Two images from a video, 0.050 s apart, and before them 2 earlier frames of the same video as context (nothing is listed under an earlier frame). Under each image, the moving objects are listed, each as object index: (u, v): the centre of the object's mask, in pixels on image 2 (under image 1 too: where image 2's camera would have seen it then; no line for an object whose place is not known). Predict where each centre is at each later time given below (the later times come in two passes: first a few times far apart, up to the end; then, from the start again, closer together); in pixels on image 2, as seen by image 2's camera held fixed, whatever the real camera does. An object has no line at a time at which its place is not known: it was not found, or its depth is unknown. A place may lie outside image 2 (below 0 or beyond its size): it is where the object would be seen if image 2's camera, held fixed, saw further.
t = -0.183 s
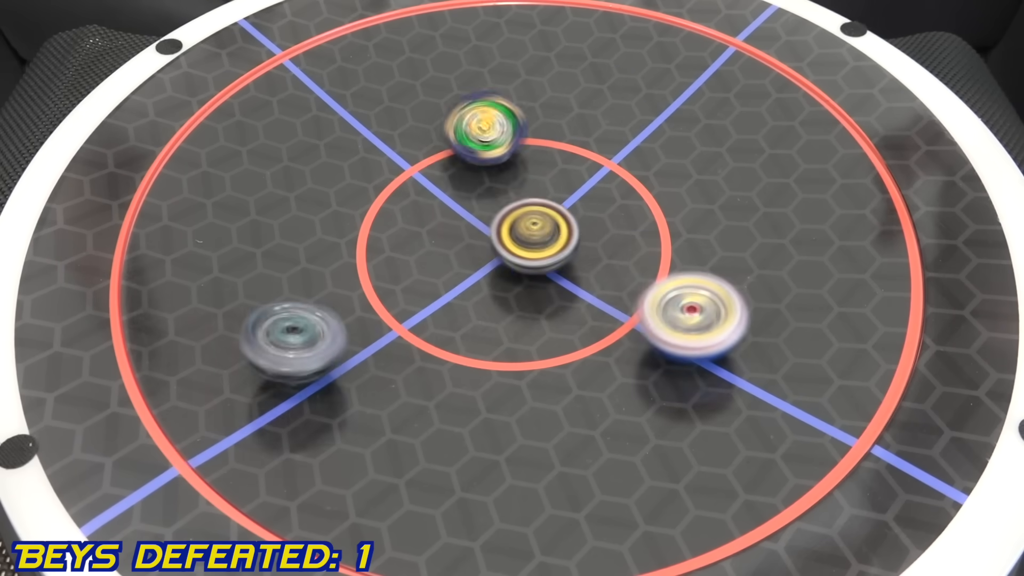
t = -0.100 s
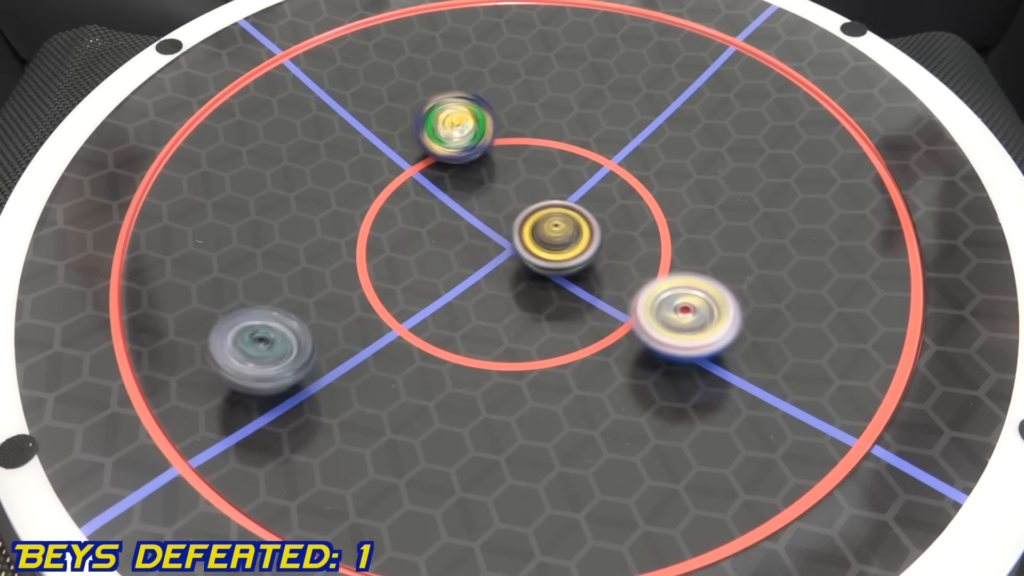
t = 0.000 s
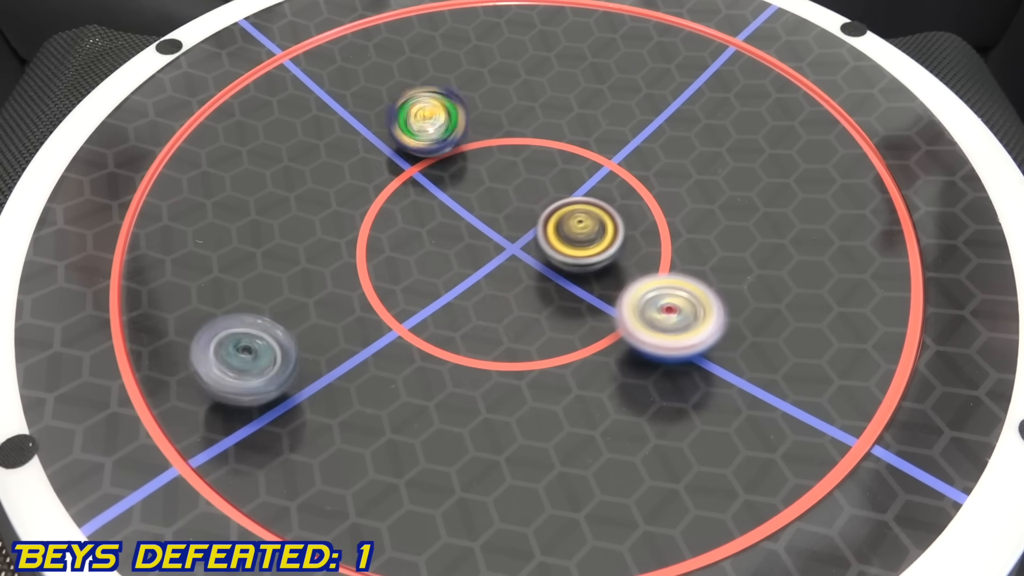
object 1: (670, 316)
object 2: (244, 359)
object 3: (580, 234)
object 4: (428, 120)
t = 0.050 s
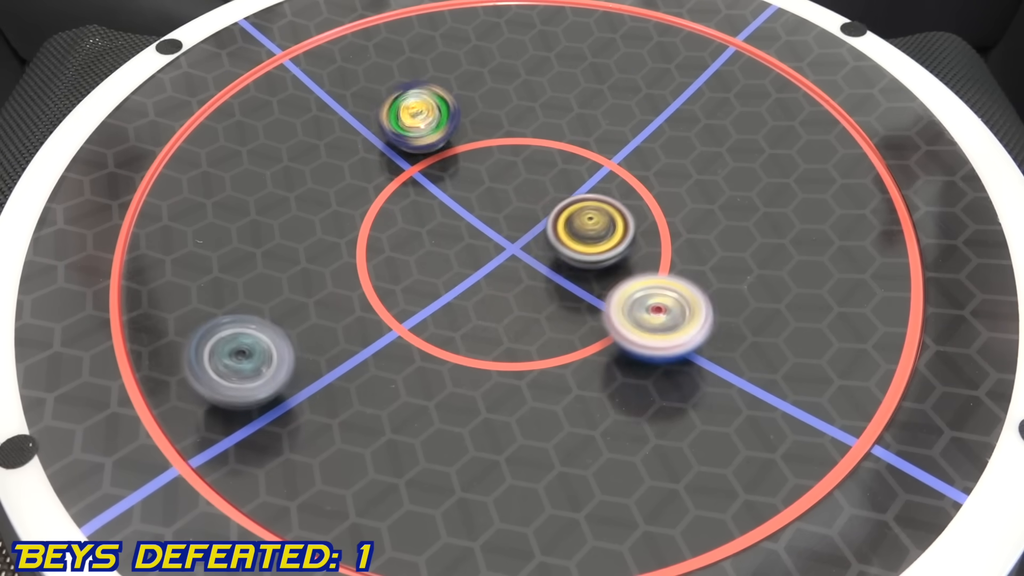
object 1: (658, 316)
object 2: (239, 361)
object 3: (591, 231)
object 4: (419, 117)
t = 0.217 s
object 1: (604, 307)
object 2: (239, 343)
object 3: (615, 213)
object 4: (410, 111)
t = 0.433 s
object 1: (537, 267)
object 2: (271, 285)
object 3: (612, 178)
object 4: (412, 107)
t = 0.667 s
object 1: (459, 261)
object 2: (354, 232)
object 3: (555, 163)
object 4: (427, 111)
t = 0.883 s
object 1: (504, 271)
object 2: (393, 213)
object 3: (497, 187)
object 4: (457, 130)
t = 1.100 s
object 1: (514, 369)
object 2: (390, 208)
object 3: (524, 182)
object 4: (478, 119)
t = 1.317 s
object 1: (601, 450)
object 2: (406, 198)
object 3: (515, 207)
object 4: (498, 114)
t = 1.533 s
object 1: (670, 406)
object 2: (452, 190)
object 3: (534, 236)
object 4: (518, 118)
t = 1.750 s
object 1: (623, 316)
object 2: (503, 189)
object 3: (567, 238)
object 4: (539, 134)
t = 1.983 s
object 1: (515, 333)
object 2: (426, 204)
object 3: (638, 167)
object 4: (545, 155)
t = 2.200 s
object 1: (472, 389)
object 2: (426, 213)
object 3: (647, 139)
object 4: (506, 188)
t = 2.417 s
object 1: (489, 408)
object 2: (409, 252)
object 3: (617, 132)
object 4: (501, 190)
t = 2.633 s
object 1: (486, 365)
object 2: (439, 237)
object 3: (566, 146)
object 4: (501, 195)
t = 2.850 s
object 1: (473, 269)
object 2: (366, 264)
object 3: (574, 146)
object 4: (492, 206)
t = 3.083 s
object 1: (441, 358)
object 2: (329, 270)
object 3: (655, 133)
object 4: (417, 127)
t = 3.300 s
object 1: (478, 404)
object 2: (373, 253)
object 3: (706, 124)
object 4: (385, 94)
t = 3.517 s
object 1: (502, 370)
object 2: (465, 210)
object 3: (732, 118)
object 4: (389, 88)
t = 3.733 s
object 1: (502, 301)
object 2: (573, 170)
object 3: (712, 126)
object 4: (402, 88)
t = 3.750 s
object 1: (505, 295)
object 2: (577, 168)
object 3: (708, 128)
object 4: (405, 89)
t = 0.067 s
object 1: (654, 315)
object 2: (240, 362)
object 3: (594, 230)
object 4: (416, 116)
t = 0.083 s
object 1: (649, 315)
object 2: (237, 362)
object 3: (597, 228)
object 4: (415, 115)
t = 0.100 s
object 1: (644, 314)
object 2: (238, 361)
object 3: (600, 227)
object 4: (413, 114)
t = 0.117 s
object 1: (639, 314)
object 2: (235, 360)
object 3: (603, 225)
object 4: (412, 113)
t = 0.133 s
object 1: (634, 313)
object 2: (237, 357)
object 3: (605, 223)
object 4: (410, 112)
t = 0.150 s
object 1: (629, 313)
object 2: (236, 357)
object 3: (607, 222)
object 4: (410, 112)
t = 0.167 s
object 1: (623, 312)
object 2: (237, 351)
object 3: (609, 220)
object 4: (410, 112)
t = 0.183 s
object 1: (617, 310)
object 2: (237, 351)
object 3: (611, 218)
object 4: (410, 111)
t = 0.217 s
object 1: (604, 307)
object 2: (239, 343)
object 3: (615, 213)
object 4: (410, 111)
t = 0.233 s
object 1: (597, 304)
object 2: (241, 336)
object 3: (617, 211)
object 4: (409, 111)
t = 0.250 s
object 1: (591, 302)
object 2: (243, 333)
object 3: (618, 208)
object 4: (410, 111)
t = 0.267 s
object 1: (585, 299)
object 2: (244, 327)
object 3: (619, 205)
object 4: (410, 111)
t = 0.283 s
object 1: (580, 296)
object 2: (248, 323)
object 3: (620, 203)
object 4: (411, 111)
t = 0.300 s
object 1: (574, 292)
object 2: (249, 317)
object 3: (620, 200)
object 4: (411, 110)
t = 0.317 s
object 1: (569, 289)
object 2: (253, 313)
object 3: (620, 197)
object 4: (412, 110)
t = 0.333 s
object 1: (565, 285)
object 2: (254, 308)
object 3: (620, 194)
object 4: (411, 108)
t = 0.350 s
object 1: (562, 282)
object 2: (258, 304)
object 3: (619, 192)
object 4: (411, 107)
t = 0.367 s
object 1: (558, 278)
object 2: (259, 300)
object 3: (619, 189)
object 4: (411, 107)
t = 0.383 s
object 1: (553, 275)
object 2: (264, 295)
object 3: (617, 186)
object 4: (412, 108)
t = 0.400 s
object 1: (549, 272)
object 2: (265, 293)
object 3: (616, 184)
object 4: (411, 109)
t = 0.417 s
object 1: (543, 270)
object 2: (269, 286)
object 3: (614, 181)
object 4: (412, 109)
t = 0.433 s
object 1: (537, 267)
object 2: (271, 285)
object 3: (612, 178)
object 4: (412, 107)
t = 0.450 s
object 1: (531, 265)
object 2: (275, 278)
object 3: (610, 176)
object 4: (413, 107)
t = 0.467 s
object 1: (524, 263)
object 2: (278, 276)
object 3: (607, 173)
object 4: (413, 107)
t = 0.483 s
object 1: (517, 262)
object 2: (282, 270)
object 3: (604, 171)
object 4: (414, 108)
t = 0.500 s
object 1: (511, 260)
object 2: (287, 267)
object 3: (600, 169)
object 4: (415, 108)
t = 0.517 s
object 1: (503, 259)
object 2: (291, 262)
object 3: (597, 168)
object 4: (416, 108)
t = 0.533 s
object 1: (495, 258)
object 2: (299, 258)
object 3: (593, 166)
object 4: (417, 108)
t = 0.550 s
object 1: (488, 258)
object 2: (304, 255)
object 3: (589, 165)
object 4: (417, 108)
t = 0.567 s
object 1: (480, 257)
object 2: (313, 253)
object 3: (585, 164)
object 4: (418, 108)
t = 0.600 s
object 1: (467, 259)
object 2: (332, 248)
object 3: (576, 162)
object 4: (421, 109)
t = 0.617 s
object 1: (461, 258)
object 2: (340, 248)
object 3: (570, 162)
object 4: (422, 110)
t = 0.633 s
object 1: (454, 260)
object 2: (353, 245)
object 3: (566, 162)
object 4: (424, 110)
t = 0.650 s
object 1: (455, 262)
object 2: (352, 240)
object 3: (560, 162)
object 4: (424, 111)
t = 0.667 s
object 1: (459, 261)
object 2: (354, 232)
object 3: (555, 163)
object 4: (427, 111)
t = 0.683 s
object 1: (464, 264)
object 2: (352, 231)
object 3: (550, 164)
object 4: (427, 113)
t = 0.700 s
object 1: (468, 267)
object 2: (353, 230)
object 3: (545, 165)
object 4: (431, 113)
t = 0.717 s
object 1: (473, 269)
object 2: (355, 225)
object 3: (540, 167)
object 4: (433, 113)
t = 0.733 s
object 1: (476, 271)
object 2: (357, 222)
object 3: (535, 168)
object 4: (436, 115)
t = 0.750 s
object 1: (479, 273)
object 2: (361, 220)
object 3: (530, 169)
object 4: (437, 115)
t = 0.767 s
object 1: (482, 273)
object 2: (365, 218)
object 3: (525, 171)
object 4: (440, 117)
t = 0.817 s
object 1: (494, 274)
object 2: (377, 216)
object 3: (512, 177)
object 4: (447, 121)
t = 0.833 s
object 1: (497, 274)
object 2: (381, 215)
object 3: (508, 179)
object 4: (450, 123)
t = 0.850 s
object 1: (500, 274)
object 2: (386, 213)
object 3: (504, 181)
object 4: (452, 125)
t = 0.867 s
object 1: (502, 272)
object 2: (389, 214)
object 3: (500, 184)
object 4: (456, 128)
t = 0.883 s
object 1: (504, 271)
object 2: (393, 213)
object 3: (497, 187)
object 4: (457, 130)
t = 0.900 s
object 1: (506, 270)
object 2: (397, 214)
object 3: (494, 193)
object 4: (459, 132)
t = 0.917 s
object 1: (507, 270)
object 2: (400, 213)
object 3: (493, 198)
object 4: (460, 131)
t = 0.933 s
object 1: (507, 269)
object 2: (405, 214)
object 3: (491, 203)
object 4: (463, 131)
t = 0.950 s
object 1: (506, 271)
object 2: (406, 213)
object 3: (490, 205)
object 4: (464, 132)
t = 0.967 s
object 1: (505, 282)
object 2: (409, 210)
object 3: (492, 202)
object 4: (466, 133)
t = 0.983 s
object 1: (504, 296)
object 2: (404, 211)
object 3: (496, 194)
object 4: (467, 133)
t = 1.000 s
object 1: (504, 306)
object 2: (401, 211)
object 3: (501, 190)
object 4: (467, 132)
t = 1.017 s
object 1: (505, 317)
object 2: (400, 213)
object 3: (506, 188)
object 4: (468, 128)
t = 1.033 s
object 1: (505, 328)
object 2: (398, 210)
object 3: (511, 186)
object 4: (469, 127)
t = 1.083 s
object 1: (511, 359)
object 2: (393, 208)
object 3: (522, 182)
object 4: (475, 120)
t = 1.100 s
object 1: (514, 369)
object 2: (390, 208)
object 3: (524, 182)
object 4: (478, 119)
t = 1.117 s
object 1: (518, 378)
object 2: (390, 206)
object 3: (525, 183)
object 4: (479, 117)
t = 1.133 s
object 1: (522, 387)
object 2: (390, 207)
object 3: (525, 184)
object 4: (482, 116)
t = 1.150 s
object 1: (527, 396)
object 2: (389, 205)
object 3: (524, 185)
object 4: (483, 116)
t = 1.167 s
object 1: (532, 405)
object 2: (390, 206)
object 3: (523, 186)
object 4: (486, 116)
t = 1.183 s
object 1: (537, 413)
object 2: (390, 204)
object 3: (521, 188)
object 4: (487, 115)
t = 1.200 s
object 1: (543, 420)
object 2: (392, 204)
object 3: (520, 190)
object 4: (490, 115)
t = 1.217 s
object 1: (551, 425)
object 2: (392, 204)
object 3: (519, 192)
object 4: (490, 114)
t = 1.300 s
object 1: (592, 447)
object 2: (402, 198)
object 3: (516, 204)
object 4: (498, 114)
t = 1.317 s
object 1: (601, 450)
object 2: (406, 198)
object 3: (515, 207)
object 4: (498, 114)
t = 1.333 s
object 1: (609, 451)
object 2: (408, 199)
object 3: (516, 210)
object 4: (500, 114)
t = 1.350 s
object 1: (617, 451)
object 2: (411, 196)
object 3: (516, 212)
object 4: (500, 114)
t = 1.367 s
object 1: (624, 451)
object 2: (415, 196)
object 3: (517, 215)
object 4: (502, 114)
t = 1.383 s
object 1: (632, 449)
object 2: (417, 195)
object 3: (518, 217)
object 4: (503, 115)
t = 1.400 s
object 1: (637, 447)
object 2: (422, 194)
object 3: (519, 220)
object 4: (506, 115)
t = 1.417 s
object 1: (643, 444)
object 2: (424, 193)
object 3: (520, 222)
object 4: (507, 116)
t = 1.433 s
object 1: (649, 440)
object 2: (428, 192)
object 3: (522, 224)
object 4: (509, 115)
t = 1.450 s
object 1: (654, 435)
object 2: (432, 193)
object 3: (523, 227)
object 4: (510, 116)
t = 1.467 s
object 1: (658, 430)
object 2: (436, 191)
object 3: (525, 229)
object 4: (512, 116)
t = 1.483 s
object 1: (662, 425)
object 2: (441, 191)
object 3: (527, 231)
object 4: (512, 117)
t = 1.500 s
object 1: (666, 419)
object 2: (443, 190)
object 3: (529, 233)
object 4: (515, 117)
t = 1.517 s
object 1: (668, 412)
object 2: (449, 190)
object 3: (531, 234)
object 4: (516, 118)
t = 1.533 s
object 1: (670, 406)
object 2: (452, 190)
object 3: (534, 236)
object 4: (518, 118)
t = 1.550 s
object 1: (670, 400)
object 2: (457, 189)
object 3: (536, 237)
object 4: (519, 119)
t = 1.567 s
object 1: (670, 393)
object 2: (462, 188)
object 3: (539, 238)
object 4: (521, 119)
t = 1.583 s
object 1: (669, 386)
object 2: (464, 188)
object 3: (541, 240)
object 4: (522, 120)
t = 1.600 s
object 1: (668, 379)
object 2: (470, 187)
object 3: (544, 240)
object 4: (524, 120)
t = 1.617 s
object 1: (666, 372)
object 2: (472, 188)
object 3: (547, 241)
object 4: (524, 122)
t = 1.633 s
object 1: (663, 366)
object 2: (479, 186)
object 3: (550, 241)
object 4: (526, 123)
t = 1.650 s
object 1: (659, 359)
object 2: (481, 187)
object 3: (552, 242)
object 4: (528, 124)
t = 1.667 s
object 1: (654, 353)
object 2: (485, 187)
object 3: (555, 241)
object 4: (530, 125)
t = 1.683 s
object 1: (648, 346)
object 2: (489, 187)
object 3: (558, 241)
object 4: (532, 127)
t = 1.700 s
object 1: (641, 339)
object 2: (492, 188)
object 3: (560, 241)
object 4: (534, 128)
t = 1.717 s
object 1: (635, 331)
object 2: (498, 188)
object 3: (562, 240)
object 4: (536, 130)
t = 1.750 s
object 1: (623, 316)
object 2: (503, 189)
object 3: (567, 238)
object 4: (539, 134)
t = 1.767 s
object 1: (616, 309)
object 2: (505, 188)
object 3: (569, 237)
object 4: (541, 137)
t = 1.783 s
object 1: (609, 302)
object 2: (505, 188)
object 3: (571, 235)
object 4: (542, 139)
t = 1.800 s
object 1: (600, 296)
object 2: (505, 189)
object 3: (572, 232)
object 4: (545, 140)
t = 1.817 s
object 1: (591, 296)
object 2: (501, 194)
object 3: (575, 225)
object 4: (547, 141)
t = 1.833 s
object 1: (582, 301)
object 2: (491, 197)
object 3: (584, 217)
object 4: (548, 139)
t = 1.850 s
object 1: (573, 307)
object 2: (482, 195)
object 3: (594, 210)
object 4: (548, 140)
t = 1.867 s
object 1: (563, 311)
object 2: (472, 196)
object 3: (603, 204)
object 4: (548, 141)
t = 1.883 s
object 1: (554, 316)
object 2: (461, 197)
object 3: (611, 195)
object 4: (547, 144)
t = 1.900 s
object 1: (545, 319)
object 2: (454, 198)
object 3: (618, 189)
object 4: (548, 145)
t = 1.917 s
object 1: (538, 322)
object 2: (446, 198)
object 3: (623, 184)
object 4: (547, 146)
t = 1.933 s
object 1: (532, 325)
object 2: (439, 201)
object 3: (628, 178)
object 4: (547, 148)
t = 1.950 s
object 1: (525, 328)
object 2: (434, 200)
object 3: (632, 173)
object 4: (547, 150)
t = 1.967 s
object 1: (520, 330)
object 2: (429, 202)
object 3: (635, 170)
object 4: (547, 153)
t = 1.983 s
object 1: (515, 333)
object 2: (426, 204)
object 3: (638, 167)
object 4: (545, 155)
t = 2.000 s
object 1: (511, 337)
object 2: (422, 202)
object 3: (640, 164)
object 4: (544, 158)
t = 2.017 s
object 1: (506, 341)
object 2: (418, 205)
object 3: (642, 161)
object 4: (542, 160)
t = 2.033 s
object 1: (502, 344)
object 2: (418, 206)
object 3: (643, 159)
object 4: (540, 163)
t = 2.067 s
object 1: (496, 354)
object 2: (414, 207)
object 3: (645, 155)
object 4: (536, 168)
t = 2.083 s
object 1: (491, 359)
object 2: (415, 209)
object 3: (646, 152)
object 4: (533, 171)
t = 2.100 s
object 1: (487, 364)
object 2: (414, 208)
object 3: (647, 150)
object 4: (530, 174)
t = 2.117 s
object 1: (483, 369)
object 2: (417, 211)
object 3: (647, 148)
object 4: (527, 177)
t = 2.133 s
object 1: (481, 373)
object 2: (419, 211)
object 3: (647, 146)
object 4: (524, 179)
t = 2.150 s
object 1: (479, 377)
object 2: (418, 212)
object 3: (648, 144)
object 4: (520, 182)
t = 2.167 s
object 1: (477, 381)
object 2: (422, 214)
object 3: (648, 142)
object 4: (516, 184)
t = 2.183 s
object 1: (474, 386)
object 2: (425, 215)
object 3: (647, 141)
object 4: (511, 186)
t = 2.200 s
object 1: (472, 389)
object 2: (426, 213)
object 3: (647, 139)
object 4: (506, 188)
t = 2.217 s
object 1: (469, 394)
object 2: (429, 220)
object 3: (646, 138)
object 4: (503, 189)
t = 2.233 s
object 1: (468, 397)
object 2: (424, 223)
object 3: (645, 137)
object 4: (503, 188)
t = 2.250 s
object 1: (468, 400)
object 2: (419, 225)
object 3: (644, 136)
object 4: (503, 187)
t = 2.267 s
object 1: (468, 403)
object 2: (419, 232)
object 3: (642, 134)
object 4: (502, 187)
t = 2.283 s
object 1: (468, 406)
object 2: (415, 234)
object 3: (640, 134)
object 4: (502, 188)
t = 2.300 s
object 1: (469, 408)
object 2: (413, 235)
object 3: (638, 133)
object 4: (502, 188)
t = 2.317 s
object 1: (471, 409)
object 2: (414, 241)
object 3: (636, 132)
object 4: (503, 188)
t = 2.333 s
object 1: (474, 410)
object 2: (412, 244)
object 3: (633, 132)
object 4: (503, 188)
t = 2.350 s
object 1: (477, 410)
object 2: (409, 245)
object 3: (630, 131)
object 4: (503, 188)
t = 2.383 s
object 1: (483, 409)
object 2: (409, 252)
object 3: (624, 131)
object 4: (501, 189)
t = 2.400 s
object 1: (485, 409)
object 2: (407, 251)
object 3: (621, 131)
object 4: (501, 189)
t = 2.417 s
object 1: (489, 408)
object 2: (409, 252)
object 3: (617, 132)
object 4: (501, 190)
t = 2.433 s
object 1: (493, 408)
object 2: (408, 253)
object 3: (613, 132)
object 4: (501, 190)
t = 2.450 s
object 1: (497, 408)
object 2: (407, 253)
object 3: (609, 133)
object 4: (501, 190)
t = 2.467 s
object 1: (499, 407)
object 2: (411, 252)
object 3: (605, 134)
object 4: (502, 191)
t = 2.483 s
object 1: (500, 406)
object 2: (411, 253)
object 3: (601, 134)
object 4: (501, 190)
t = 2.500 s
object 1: (500, 404)
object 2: (411, 251)
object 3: (597, 135)
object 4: (501, 191)
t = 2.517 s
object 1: (500, 401)
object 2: (416, 249)
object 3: (593, 137)
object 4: (501, 191)
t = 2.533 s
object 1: (501, 397)
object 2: (418, 250)
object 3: (588, 138)
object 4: (501, 192)
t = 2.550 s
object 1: (500, 392)
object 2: (419, 249)
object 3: (584, 140)
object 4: (502, 192)
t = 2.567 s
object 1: (498, 387)
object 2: (424, 244)
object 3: (580, 141)
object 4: (503, 193)
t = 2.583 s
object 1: (496, 381)
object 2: (428, 243)
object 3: (575, 143)
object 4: (504, 193)
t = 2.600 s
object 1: (493, 375)
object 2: (430, 242)
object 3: (569, 145)
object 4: (504, 194)
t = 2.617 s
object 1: (490, 371)
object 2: (435, 238)
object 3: (566, 146)
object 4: (504, 193)
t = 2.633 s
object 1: (486, 365)
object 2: (439, 237)
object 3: (566, 146)
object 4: (501, 195)
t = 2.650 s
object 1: (482, 358)
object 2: (438, 237)
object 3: (566, 147)
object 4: (498, 196)
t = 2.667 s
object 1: (478, 350)
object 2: (433, 237)
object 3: (565, 148)
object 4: (498, 194)
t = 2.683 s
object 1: (475, 344)
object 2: (430, 236)
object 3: (563, 149)
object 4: (499, 195)
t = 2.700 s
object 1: (474, 336)
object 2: (427, 237)
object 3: (561, 150)
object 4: (501, 198)
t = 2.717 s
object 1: (473, 327)
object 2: (423, 238)
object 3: (564, 148)
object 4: (498, 201)
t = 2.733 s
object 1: (472, 319)
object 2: (422, 240)
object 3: (568, 147)
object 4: (493, 206)
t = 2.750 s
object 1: (471, 311)
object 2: (413, 243)
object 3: (571, 145)
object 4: (492, 205)
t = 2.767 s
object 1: (471, 303)
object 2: (405, 247)
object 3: (573, 145)
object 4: (491, 208)
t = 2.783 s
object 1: (470, 295)
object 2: (394, 253)
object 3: (574, 145)
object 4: (492, 207)
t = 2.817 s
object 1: (471, 281)
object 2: (379, 258)
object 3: (574, 146)
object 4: (492, 207)
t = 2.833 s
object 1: (473, 275)
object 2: (372, 259)
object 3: (574, 146)
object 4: (493, 206)
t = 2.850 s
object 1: (473, 269)
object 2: (366, 264)
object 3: (574, 146)
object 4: (492, 206)
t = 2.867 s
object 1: (471, 265)
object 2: (354, 270)
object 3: (573, 147)
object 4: (493, 202)
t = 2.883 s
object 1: (467, 272)
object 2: (352, 274)
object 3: (572, 148)
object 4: (498, 193)
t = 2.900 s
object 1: (462, 282)
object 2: (345, 276)
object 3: (575, 147)
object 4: (499, 183)
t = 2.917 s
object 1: (459, 288)
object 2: (342, 274)
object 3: (586, 144)
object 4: (490, 177)
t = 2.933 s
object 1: (454, 296)
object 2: (338, 275)
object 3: (598, 143)
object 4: (481, 171)
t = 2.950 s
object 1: (451, 302)
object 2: (336, 280)
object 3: (608, 141)
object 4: (470, 163)
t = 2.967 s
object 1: (449, 309)
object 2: (333, 277)
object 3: (617, 139)
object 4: (463, 158)
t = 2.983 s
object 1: (449, 316)
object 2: (332, 273)
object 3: (624, 138)
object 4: (455, 154)
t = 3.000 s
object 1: (449, 323)
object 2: (328, 273)
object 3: (630, 137)
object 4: (447, 148)
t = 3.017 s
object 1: (449, 331)
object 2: (324, 274)
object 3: (635, 136)
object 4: (441, 143)
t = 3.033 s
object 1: (447, 338)
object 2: (326, 276)
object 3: (641, 135)
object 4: (435, 137)
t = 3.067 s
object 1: (443, 351)
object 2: (329, 273)
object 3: (650, 134)
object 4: (424, 132)
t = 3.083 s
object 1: (441, 358)
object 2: (329, 270)
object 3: (655, 133)
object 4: (417, 127)
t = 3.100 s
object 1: (441, 364)
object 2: (330, 269)
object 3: (659, 132)
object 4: (413, 124)
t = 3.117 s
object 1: (442, 369)
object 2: (333, 272)
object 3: (663, 131)
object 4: (410, 122)
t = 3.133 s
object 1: (444, 373)
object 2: (337, 272)
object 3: (668, 130)
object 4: (405, 117)
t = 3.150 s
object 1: (446, 378)
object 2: (339, 268)
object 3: (671, 129)
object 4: (402, 114)
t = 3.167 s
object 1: (448, 383)
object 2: (339, 262)
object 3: (676, 129)
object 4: (398, 112)
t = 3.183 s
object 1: (451, 388)
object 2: (343, 262)
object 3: (680, 128)
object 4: (395, 108)
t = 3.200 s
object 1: (455, 392)
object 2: (348, 263)
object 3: (684, 128)
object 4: (393, 106)
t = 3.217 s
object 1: (459, 396)
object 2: (353, 261)
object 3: (689, 126)
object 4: (391, 104)
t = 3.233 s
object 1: (463, 399)
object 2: (356, 259)
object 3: (692, 126)
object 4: (389, 101)
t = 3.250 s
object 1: (467, 402)
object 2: (360, 259)
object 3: (696, 126)
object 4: (388, 99)
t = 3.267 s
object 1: (471, 403)
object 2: (364, 257)
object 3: (699, 125)
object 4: (386, 97)
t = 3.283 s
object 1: (474, 404)
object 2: (368, 254)
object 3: (702, 124)
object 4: (385, 95)
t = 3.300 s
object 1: (478, 404)
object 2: (373, 253)
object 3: (706, 124)
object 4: (385, 94)
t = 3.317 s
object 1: (481, 404)
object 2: (378, 252)
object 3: (709, 123)
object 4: (384, 92)
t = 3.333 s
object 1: (483, 403)
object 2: (383, 249)
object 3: (712, 122)
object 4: (385, 92)
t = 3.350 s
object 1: (486, 401)
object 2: (388, 246)
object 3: (716, 122)
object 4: (385, 91)
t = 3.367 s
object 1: (488, 400)
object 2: (394, 241)
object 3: (718, 121)
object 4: (385, 90)
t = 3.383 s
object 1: (491, 397)
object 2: (401, 237)
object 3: (721, 120)
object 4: (385, 90)
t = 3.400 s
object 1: (493, 395)
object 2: (409, 237)
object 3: (723, 120)
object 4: (385, 90)
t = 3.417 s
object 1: (494, 391)
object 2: (415, 235)
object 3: (725, 119)
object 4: (386, 89)
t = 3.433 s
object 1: (496, 389)
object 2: (422, 231)
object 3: (727, 119)
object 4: (386, 90)
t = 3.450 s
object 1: (498, 385)
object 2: (430, 224)
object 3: (728, 118)
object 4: (387, 89)
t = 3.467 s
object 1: (499, 381)
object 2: (439, 221)
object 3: (729, 118)
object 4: (387, 89)
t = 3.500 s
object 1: (501, 374)
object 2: (456, 215)
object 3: (731, 118)
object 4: (388, 88)
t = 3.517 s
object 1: (502, 370)
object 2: (465, 210)
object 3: (732, 118)
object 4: (389, 88)
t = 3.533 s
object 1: (502, 366)
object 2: (474, 209)
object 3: (732, 117)
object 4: (390, 88)
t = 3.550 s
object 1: (502, 362)
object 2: (482, 206)
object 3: (731, 117)
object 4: (389, 87)
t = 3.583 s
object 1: (503, 354)
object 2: (502, 198)
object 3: (730, 118)
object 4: (392, 87)
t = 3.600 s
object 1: (502, 349)
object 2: (513, 194)
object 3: (729, 118)
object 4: (393, 86)
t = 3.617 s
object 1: (501, 345)
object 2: (522, 194)
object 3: (728, 119)
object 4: (394, 86)
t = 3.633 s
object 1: (500, 341)
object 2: (530, 190)
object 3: (726, 119)
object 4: (395, 87)
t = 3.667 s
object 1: (496, 328)
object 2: (548, 179)
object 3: (722, 121)
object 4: (398, 87)
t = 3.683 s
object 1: (496, 323)
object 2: (555, 175)
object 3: (720, 122)
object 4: (399, 87)
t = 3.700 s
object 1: (499, 316)
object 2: (561, 172)
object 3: (717, 123)
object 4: (401, 87)
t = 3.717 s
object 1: (501, 308)
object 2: (568, 170)
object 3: (714, 125)
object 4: (401, 87)
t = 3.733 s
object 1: (502, 301)
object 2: (573, 170)
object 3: (712, 126)
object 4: (402, 88)
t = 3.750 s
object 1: (505, 295)
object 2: (577, 168)
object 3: (708, 128)
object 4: (405, 89)
